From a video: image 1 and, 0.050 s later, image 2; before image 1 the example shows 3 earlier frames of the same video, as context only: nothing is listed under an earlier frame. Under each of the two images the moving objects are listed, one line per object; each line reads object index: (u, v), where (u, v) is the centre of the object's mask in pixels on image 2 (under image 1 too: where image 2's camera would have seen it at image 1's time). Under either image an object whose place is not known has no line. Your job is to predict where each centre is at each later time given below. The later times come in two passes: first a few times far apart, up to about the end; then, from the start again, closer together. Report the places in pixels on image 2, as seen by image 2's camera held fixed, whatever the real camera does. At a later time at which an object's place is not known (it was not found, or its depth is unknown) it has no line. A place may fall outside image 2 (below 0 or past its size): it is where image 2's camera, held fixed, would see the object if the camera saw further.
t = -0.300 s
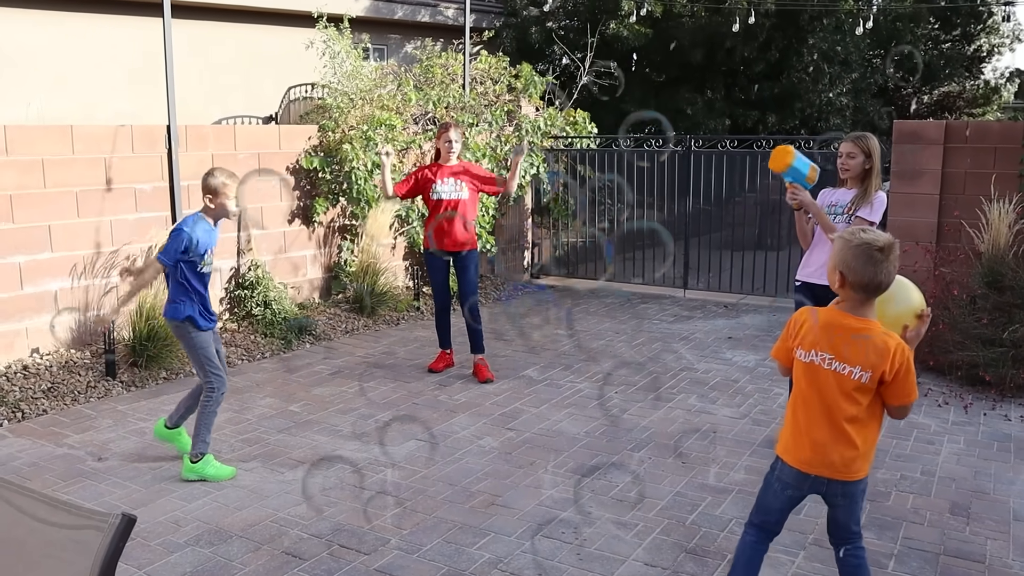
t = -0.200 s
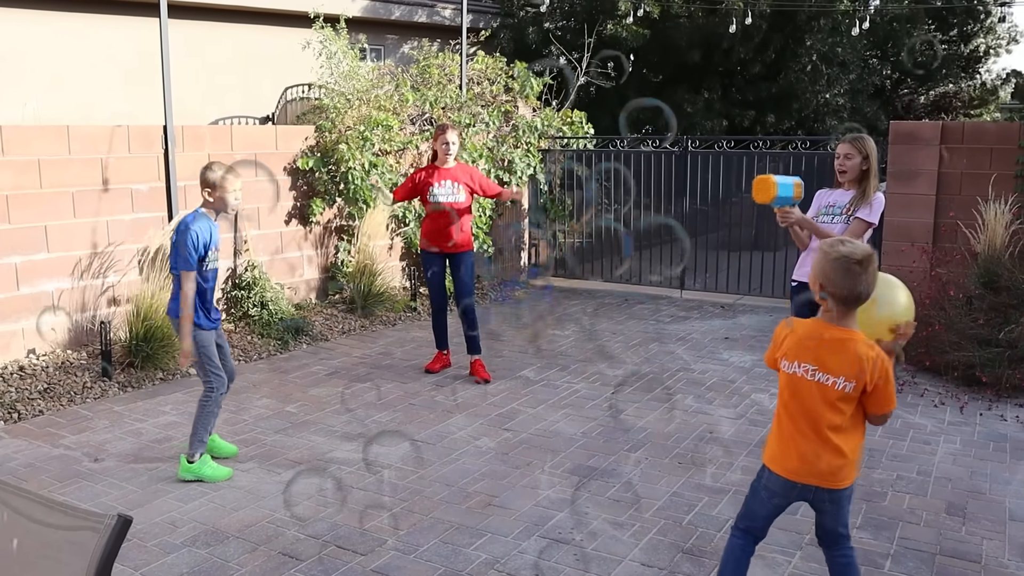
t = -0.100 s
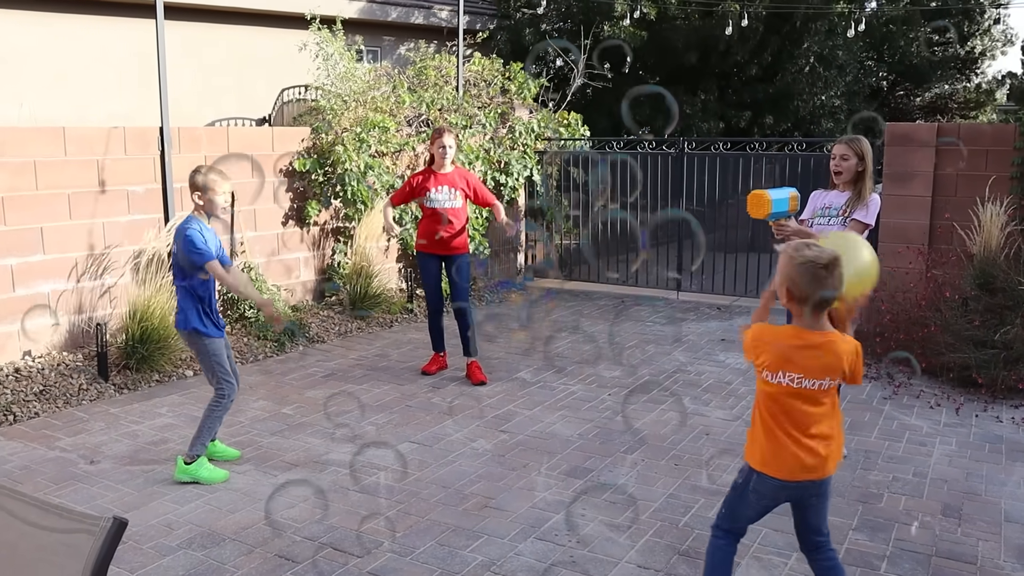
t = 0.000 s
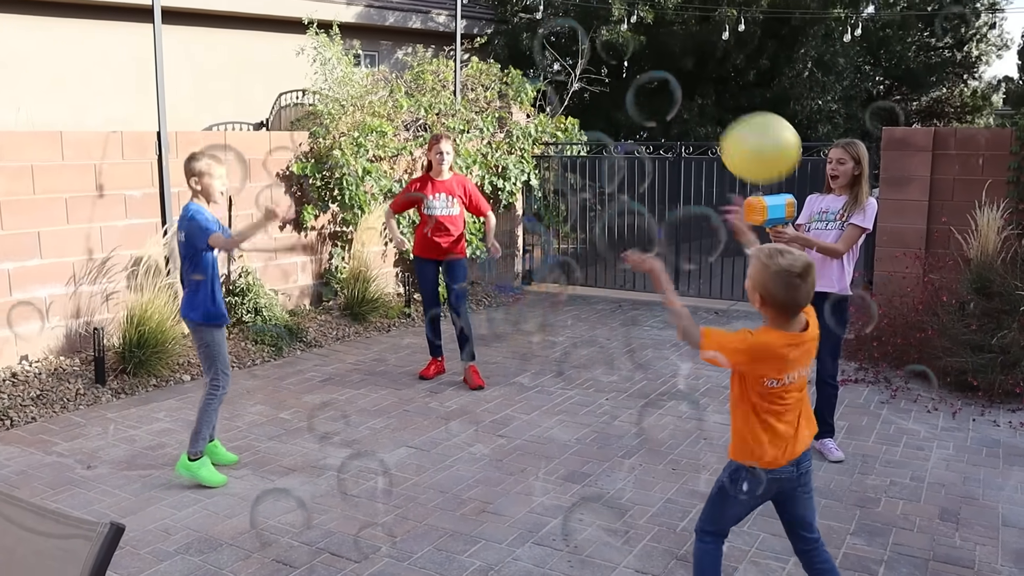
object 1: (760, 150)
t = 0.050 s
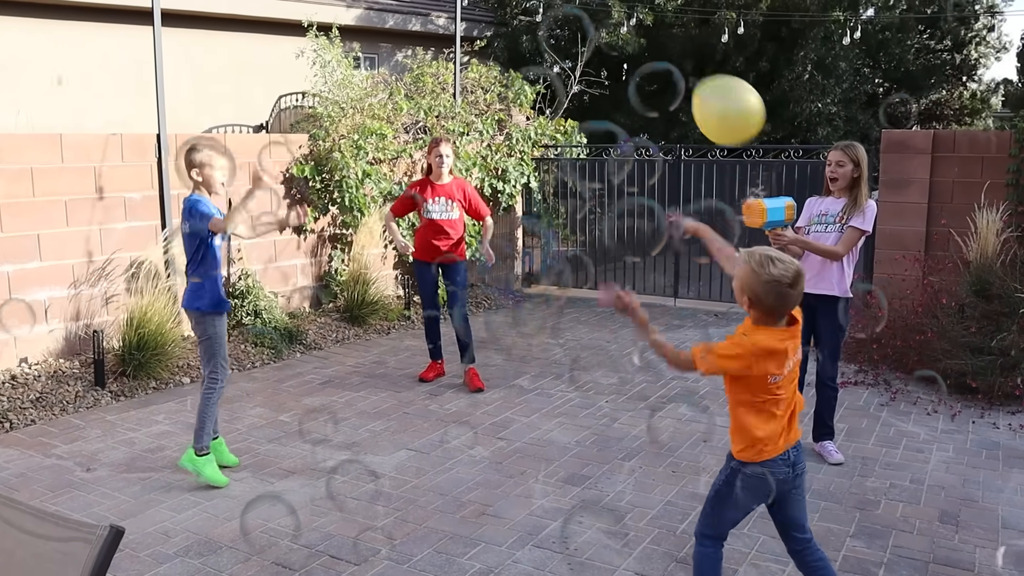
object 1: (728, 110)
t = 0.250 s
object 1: (676, 34)
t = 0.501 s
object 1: (653, 3)
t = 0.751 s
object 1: (627, 32)
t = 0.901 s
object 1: (623, 72)
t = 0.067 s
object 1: (719, 100)
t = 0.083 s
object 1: (712, 91)
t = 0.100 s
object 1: (706, 83)
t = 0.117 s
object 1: (700, 76)
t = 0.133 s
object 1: (696, 69)
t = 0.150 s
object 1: (692, 62)
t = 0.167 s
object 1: (689, 57)
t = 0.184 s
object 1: (686, 52)
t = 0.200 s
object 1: (683, 47)
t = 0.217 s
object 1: (681, 42)
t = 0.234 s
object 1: (678, 38)
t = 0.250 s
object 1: (676, 34)
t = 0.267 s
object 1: (674, 30)
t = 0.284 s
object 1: (673, 26)
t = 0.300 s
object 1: (671, 22)
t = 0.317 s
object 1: (670, 18)
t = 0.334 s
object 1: (668, 16)
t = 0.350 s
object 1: (667, 13)
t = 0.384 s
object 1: (664, 9)
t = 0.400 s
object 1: (662, 8)
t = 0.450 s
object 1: (657, 4)
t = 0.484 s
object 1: (654, 3)
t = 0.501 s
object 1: (653, 3)
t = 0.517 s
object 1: (651, 2)
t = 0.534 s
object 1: (649, 2)
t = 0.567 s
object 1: (646, 3)
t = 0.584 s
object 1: (645, 4)
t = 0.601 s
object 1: (643, 5)
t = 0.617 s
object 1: (641, 7)
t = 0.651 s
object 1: (637, 12)
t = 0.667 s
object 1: (635, 15)
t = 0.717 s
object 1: (630, 25)
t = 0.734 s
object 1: (628, 28)
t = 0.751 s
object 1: (627, 32)
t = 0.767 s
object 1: (625, 36)
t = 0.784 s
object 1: (624, 40)
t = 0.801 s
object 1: (623, 45)
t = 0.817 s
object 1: (623, 49)
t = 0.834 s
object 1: (623, 54)
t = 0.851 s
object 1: (622, 58)
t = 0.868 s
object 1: (622, 63)
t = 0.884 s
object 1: (623, 67)
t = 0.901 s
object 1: (623, 72)
